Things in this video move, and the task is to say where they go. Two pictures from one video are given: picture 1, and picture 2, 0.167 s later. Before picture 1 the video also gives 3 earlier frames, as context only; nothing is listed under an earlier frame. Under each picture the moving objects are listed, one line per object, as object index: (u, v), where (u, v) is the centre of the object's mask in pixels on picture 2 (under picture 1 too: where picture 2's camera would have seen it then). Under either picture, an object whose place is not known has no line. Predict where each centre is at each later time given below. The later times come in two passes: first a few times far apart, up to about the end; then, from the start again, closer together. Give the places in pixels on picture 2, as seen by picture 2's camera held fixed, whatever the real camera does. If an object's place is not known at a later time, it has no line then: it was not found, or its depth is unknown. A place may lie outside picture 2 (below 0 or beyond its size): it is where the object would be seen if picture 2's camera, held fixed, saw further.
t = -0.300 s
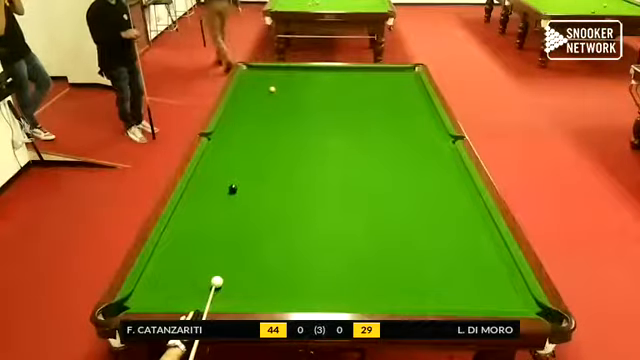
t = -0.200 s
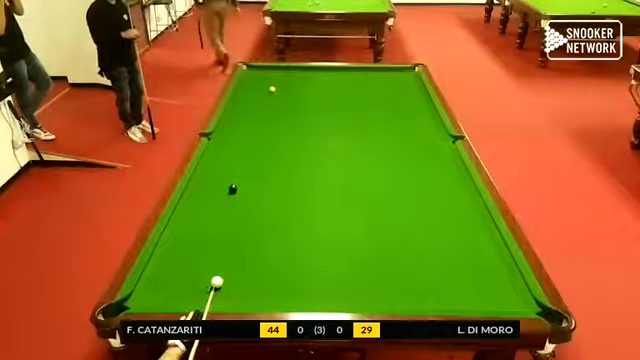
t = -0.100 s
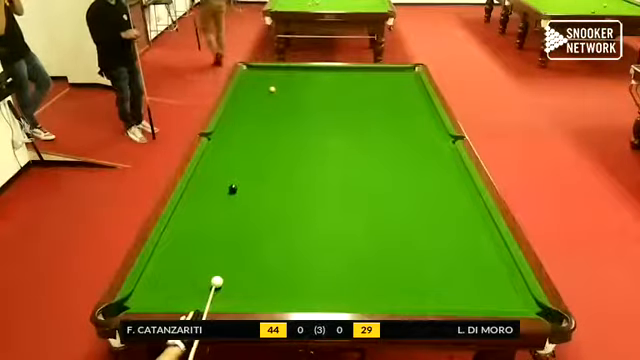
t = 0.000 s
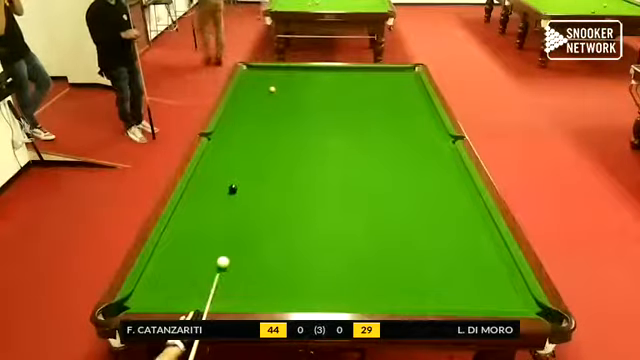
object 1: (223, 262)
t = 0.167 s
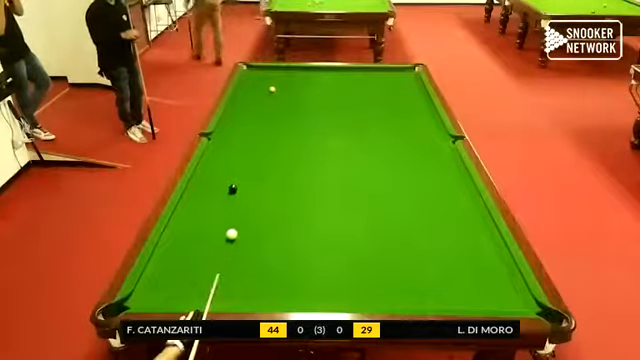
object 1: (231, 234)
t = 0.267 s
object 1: (235, 220)
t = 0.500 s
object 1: (244, 191)
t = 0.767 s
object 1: (252, 164)
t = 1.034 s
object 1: (259, 142)
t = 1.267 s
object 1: (264, 127)
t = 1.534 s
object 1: (268, 111)
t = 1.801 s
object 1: (272, 99)
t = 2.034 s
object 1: (277, 90)
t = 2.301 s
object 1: (287, 86)
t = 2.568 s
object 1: (296, 83)
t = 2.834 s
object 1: (304, 79)
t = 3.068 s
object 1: (311, 78)
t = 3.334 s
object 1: (317, 75)
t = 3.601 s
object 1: (324, 72)
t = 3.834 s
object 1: (328, 71)
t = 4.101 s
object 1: (333, 69)
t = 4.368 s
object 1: (337, 68)
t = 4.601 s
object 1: (340, 68)
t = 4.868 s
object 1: (341, 69)
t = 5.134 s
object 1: (343, 69)
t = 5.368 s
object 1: (345, 69)
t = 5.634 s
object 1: (346, 70)
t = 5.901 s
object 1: (346, 70)
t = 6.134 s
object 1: (346, 70)
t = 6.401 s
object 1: (346, 70)
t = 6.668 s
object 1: (346, 70)
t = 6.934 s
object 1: (346, 70)
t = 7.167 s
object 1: (346, 70)
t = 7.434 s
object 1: (346, 70)
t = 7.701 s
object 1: (346, 70)
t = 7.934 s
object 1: (346, 70)
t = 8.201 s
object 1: (346, 70)
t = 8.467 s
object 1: (346, 70)
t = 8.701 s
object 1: (346, 70)
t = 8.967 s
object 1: (346, 70)
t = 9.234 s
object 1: (346, 70)
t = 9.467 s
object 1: (346, 70)
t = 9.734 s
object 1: (346, 70)
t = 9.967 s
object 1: (346, 70)
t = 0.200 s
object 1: (232, 229)
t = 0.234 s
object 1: (234, 224)
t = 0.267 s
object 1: (235, 220)
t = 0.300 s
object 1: (237, 215)
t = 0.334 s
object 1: (238, 211)
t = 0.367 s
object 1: (239, 206)
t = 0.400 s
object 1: (241, 202)
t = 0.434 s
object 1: (242, 198)
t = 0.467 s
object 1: (244, 194)
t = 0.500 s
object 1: (244, 191)
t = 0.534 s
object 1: (245, 187)
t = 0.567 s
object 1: (246, 183)
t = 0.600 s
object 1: (247, 180)
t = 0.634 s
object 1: (248, 176)
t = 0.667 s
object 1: (249, 173)
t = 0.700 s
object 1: (250, 170)
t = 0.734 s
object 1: (251, 167)
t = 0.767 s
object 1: (252, 164)
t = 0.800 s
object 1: (253, 161)
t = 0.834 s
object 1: (254, 158)
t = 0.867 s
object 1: (255, 155)
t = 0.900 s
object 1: (255, 152)
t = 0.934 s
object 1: (256, 150)
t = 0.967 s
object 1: (257, 147)
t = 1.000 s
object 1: (258, 144)
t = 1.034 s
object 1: (259, 142)
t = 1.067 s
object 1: (259, 140)
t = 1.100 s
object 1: (260, 138)
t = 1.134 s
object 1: (261, 135)
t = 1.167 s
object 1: (261, 132)
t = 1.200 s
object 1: (263, 131)
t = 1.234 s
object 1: (263, 129)
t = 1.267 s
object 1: (264, 127)
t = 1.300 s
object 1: (265, 124)
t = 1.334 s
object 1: (265, 122)
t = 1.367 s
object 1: (265, 120)
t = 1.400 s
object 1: (266, 118)
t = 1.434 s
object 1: (266, 116)
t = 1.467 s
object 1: (267, 114)
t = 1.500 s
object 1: (267, 113)
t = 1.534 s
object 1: (268, 111)
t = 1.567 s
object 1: (269, 109)
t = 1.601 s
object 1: (269, 108)
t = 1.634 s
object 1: (269, 106)
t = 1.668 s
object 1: (270, 104)
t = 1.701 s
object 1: (270, 103)
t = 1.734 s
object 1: (270, 101)
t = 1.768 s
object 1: (271, 100)
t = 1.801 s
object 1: (272, 99)
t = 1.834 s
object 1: (272, 97)
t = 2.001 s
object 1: (276, 91)
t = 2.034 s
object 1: (277, 90)
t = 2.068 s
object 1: (278, 90)
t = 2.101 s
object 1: (280, 89)
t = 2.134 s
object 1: (281, 89)
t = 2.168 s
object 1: (282, 89)
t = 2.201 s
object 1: (284, 88)
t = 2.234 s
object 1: (285, 88)
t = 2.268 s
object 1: (286, 87)
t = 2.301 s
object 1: (287, 86)
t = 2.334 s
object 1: (288, 86)
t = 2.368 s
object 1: (290, 85)
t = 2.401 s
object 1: (291, 85)
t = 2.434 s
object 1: (292, 85)
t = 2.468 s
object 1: (293, 84)
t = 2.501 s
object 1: (294, 84)
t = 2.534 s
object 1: (295, 83)
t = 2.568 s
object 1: (296, 83)
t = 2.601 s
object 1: (297, 83)
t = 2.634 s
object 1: (299, 81)
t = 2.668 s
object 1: (299, 81)
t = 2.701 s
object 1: (300, 81)
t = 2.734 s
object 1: (301, 81)
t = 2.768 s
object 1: (302, 81)
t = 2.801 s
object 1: (304, 79)
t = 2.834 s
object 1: (304, 79)
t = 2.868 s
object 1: (305, 79)
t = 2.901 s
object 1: (306, 79)
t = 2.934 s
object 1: (307, 79)
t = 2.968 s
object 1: (308, 78)
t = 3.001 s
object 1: (308, 78)
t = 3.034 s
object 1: (310, 78)
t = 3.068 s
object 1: (311, 78)
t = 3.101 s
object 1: (311, 78)
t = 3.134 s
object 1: (312, 77)
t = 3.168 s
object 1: (312, 77)
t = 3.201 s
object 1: (314, 76)
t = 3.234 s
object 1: (315, 75)
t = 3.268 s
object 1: (316, 75)
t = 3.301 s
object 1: (316, 75)
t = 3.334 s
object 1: (317, 75)
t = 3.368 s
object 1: (318, 75)
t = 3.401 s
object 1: (318, 75)
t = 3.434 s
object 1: (319, 75)
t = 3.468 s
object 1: (320, 74)
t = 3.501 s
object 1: (321, 74)
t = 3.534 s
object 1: (322, 73)
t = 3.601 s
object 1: (324, 72)
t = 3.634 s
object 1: (324, 72)
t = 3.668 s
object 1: (324, 72)
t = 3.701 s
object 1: (325, 72)
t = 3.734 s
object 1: (326, 72)
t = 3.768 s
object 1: (327, 72)
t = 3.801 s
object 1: (327, 72)
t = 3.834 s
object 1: (328, 71)
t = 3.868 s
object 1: (328, 71)
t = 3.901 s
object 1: (329, 71)
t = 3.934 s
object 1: (330, 70)
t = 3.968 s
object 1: (331, 70)
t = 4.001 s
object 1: (331, 69)
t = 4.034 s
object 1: (332, 69)
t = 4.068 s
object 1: (332, 69)
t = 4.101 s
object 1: (333, 69)
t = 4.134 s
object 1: (333, 69)
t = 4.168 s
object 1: (334, 69)
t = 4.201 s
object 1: (334, 68)
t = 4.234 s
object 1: (335, 68)
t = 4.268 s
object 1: (336, 68)
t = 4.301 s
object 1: (336, 68)
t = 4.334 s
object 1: (337, 68)
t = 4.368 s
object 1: (337, 68)
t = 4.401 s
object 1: (337, 68)
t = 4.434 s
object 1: (338, 68)
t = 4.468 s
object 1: (338, 68)
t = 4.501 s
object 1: (338, 68)
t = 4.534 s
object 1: (339, 68)
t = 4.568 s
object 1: (339, 68)
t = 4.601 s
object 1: (340, 68)
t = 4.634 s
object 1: (340, 68)
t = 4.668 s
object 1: (340, 68)
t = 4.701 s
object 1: (340, 68)
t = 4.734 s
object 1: (340, 68)
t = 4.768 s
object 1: (341, 68)
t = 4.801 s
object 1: (341, 69)
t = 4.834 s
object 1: (341, 69)
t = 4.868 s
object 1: (341, 69)
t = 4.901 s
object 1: (342, 69)
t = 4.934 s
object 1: (342, 69)
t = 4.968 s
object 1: (343, 69)
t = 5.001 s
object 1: (343, 69)
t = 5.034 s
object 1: (343, 69)
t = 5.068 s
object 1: (343, 69)
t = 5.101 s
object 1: (343, 69)
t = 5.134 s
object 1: (343, 69)
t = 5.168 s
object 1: (344, 69)
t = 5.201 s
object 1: (344, 69)
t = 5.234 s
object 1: (344, 69)
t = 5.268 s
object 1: (344, 69)
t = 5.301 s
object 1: (345, 69)
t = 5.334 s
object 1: (345, 69)
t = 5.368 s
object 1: (345, 69)
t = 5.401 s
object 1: (345, 69)
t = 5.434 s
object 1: (345, 69)
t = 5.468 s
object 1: (345, 69)
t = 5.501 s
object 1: (345, 69)
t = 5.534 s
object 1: (345, 69)
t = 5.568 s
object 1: (345, 69)
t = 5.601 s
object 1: (345, 69)
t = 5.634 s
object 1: (346, 70)
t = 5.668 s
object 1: (346, 70)
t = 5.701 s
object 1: (346, 70)
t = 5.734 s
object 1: (346, 70)
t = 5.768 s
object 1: (346, 70)
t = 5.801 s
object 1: (346, 70)
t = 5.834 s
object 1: (346, 70)
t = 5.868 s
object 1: (346, 70)
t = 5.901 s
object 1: (346, 70)
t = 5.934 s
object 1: (346, 70)
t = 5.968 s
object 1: (346, 70)
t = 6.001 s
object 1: (346, 70)
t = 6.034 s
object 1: (346, 70)
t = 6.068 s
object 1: (346, 70)
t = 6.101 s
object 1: (346, 70)
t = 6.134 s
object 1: (346, 70)
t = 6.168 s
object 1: (346, 70)
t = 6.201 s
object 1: (346, 70)
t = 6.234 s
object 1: (346, 70)
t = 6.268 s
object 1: (346, 70)
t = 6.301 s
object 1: (346, 70)
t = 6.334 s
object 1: (346, 70)
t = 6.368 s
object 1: (346, 70)
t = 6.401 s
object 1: (346, 70)
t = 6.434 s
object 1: (346, 70)
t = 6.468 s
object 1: (346, 70)
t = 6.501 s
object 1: (346, 70)
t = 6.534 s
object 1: (346, 70)
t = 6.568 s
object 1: (346, 70)
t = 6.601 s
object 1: (346, 70)
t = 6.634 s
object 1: (346, 70)
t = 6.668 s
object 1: (346, 70)
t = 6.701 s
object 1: (346, 70)
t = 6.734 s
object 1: (346, 70)
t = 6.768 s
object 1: (346, 70)
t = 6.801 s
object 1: (346, 70)
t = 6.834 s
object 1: (346, 70)
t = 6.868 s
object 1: (346, 70)
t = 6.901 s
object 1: (346, 70)
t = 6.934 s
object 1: (346, 70)
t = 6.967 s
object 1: (346, 70)
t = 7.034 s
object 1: (346, 70)
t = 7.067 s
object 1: (346, 70)
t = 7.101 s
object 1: (346, 70)
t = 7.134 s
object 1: (346, 70)
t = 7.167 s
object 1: (346, 70)
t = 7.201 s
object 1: (346, 70)
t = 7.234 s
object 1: (346, 70)
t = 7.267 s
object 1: (346, 70)
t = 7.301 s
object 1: (346, 70)
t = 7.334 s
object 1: (346, 70)
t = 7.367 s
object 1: (346, 70)
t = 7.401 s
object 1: (346, 70)
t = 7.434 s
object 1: (346, 70)
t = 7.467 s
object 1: (346, 70)
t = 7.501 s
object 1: (346, 70)
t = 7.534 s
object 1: (346, 70)
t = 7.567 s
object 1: (346, 70)
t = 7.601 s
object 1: (346, 70)
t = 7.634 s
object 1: (346, 70)
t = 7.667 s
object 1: (346, 70)
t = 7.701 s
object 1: (346, 70)
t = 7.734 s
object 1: (346, 70)
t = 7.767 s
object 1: (346, 70)
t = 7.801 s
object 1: (346, 70)
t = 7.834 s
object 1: (346, 70)
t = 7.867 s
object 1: (346, 70)
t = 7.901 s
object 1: (346, 70)
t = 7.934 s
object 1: (346, 70)
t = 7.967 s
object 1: (346, 70)
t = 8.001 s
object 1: (346, 70)
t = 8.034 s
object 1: (346, 70)
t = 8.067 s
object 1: (346, 70)
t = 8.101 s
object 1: (346, 70)
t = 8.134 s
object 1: (346, 70)
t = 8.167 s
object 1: (346, 70)
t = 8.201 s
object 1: (346, 70)
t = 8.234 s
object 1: (346, 70)
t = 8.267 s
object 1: (346, 70)
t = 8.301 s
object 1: (346, 70)
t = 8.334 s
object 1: (346, 70)
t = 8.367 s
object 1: (346, 70)
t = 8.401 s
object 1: (346, 70)
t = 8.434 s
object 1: (346, 70)
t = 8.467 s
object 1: (346, 70)
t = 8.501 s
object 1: (346, 70)
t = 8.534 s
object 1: (346, 70)
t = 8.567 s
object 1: (346, 70)
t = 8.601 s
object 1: (346, 70)
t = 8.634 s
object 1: (346, 70)
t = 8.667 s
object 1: (346, 70)
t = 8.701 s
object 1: (346, 70)
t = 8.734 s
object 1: (346, 70)
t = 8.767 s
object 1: (346, 70)
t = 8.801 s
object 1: (346, 70)
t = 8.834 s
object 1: (346, 70)
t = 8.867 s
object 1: (346, 70)
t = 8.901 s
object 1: (346, 70)
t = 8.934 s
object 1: (346, 70)
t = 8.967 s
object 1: (346, 70)
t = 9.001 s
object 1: (346, 70)
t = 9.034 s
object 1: (346, 70)
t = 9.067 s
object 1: (346, 70)
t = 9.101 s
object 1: (346, 70)
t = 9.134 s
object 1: (346, 70)
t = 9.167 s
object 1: (346, 70)
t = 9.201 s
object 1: (346, 70)
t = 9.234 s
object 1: (346, 70)
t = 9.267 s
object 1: (346, 70)
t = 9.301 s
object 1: (346, 70)
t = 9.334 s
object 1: (346, 70)
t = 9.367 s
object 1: (346, 70)
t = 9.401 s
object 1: (346, 70)
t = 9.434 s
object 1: (346, 70)
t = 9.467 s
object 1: (346, 70)
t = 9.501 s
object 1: (346, 70)
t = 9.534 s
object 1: (346, 70)
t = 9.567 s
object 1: (346, 70)
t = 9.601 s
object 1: (346, 70)
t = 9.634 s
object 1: (346, 70)
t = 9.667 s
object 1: (346, 70)
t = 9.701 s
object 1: (346, 70)
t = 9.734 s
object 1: (346, 70)
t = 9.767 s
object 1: (346, 70)
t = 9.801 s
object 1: (346, 70)
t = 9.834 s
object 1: (346, 70)
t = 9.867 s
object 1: (346, 70)
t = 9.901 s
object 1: (346, 70)
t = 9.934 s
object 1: (346, 70)
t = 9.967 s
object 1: (346, 70)
